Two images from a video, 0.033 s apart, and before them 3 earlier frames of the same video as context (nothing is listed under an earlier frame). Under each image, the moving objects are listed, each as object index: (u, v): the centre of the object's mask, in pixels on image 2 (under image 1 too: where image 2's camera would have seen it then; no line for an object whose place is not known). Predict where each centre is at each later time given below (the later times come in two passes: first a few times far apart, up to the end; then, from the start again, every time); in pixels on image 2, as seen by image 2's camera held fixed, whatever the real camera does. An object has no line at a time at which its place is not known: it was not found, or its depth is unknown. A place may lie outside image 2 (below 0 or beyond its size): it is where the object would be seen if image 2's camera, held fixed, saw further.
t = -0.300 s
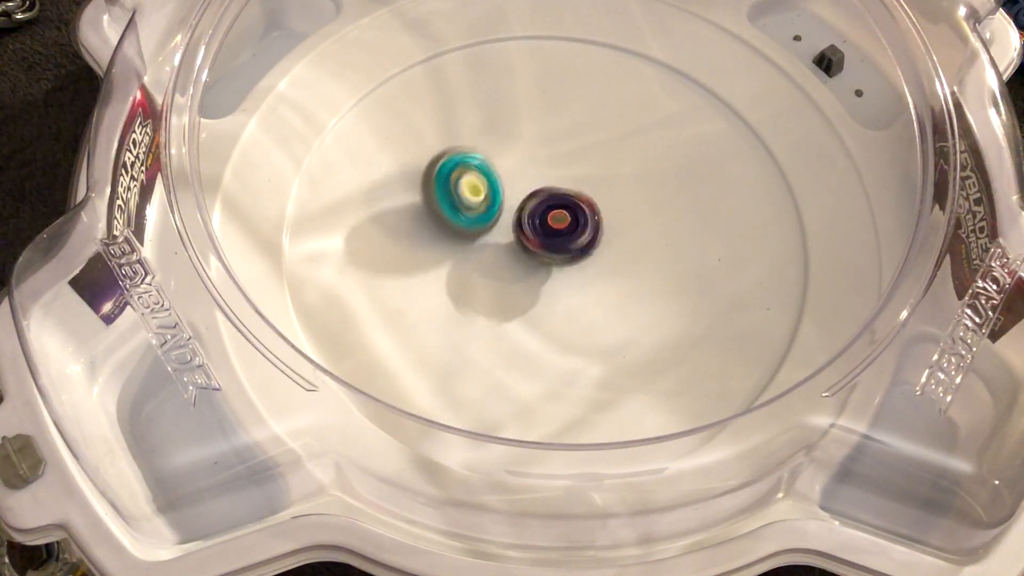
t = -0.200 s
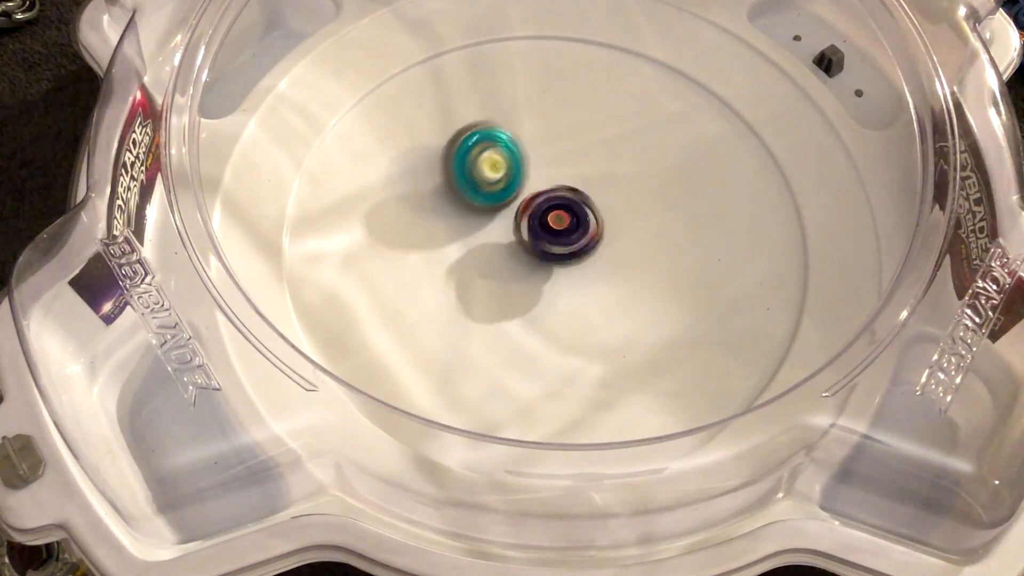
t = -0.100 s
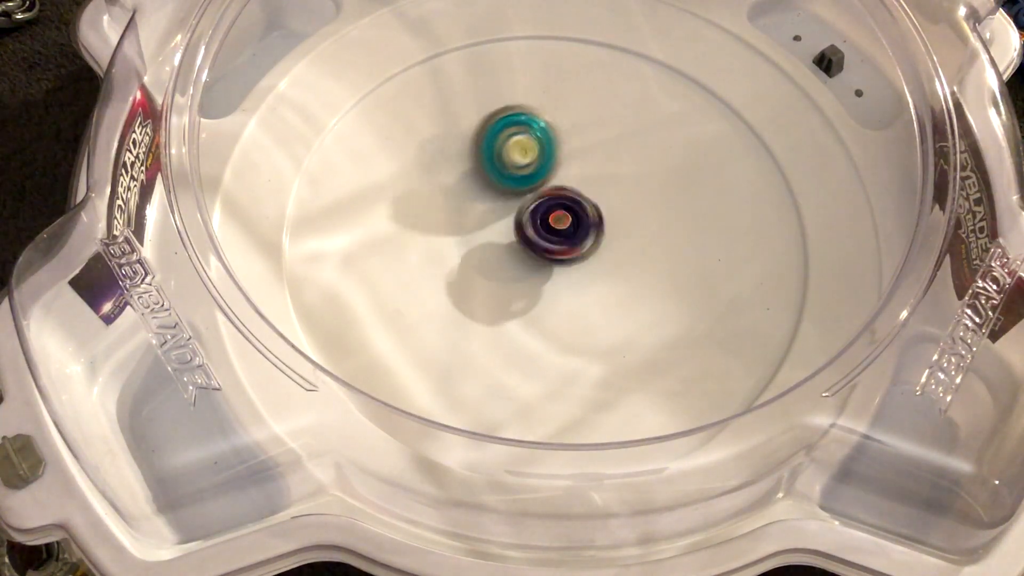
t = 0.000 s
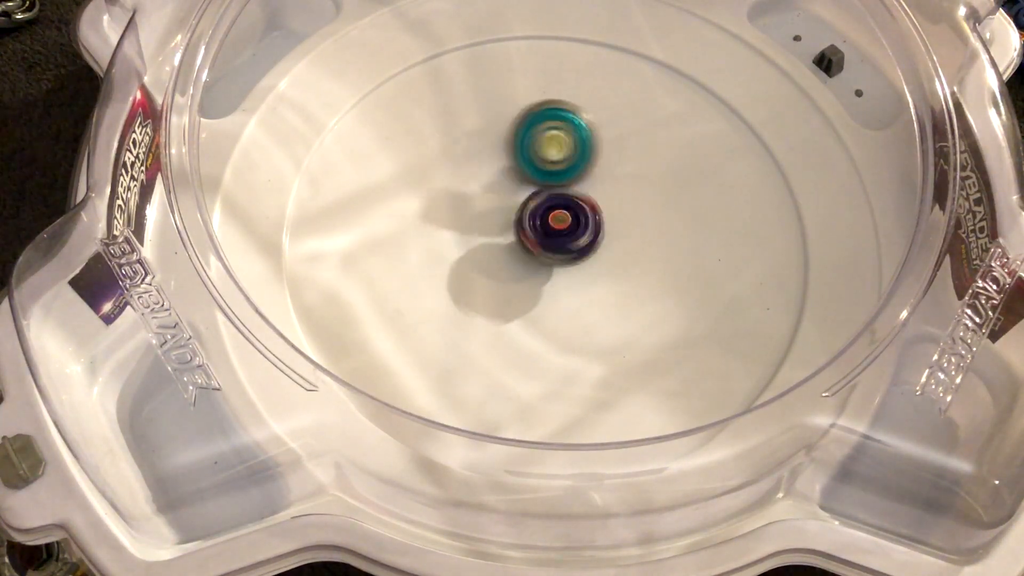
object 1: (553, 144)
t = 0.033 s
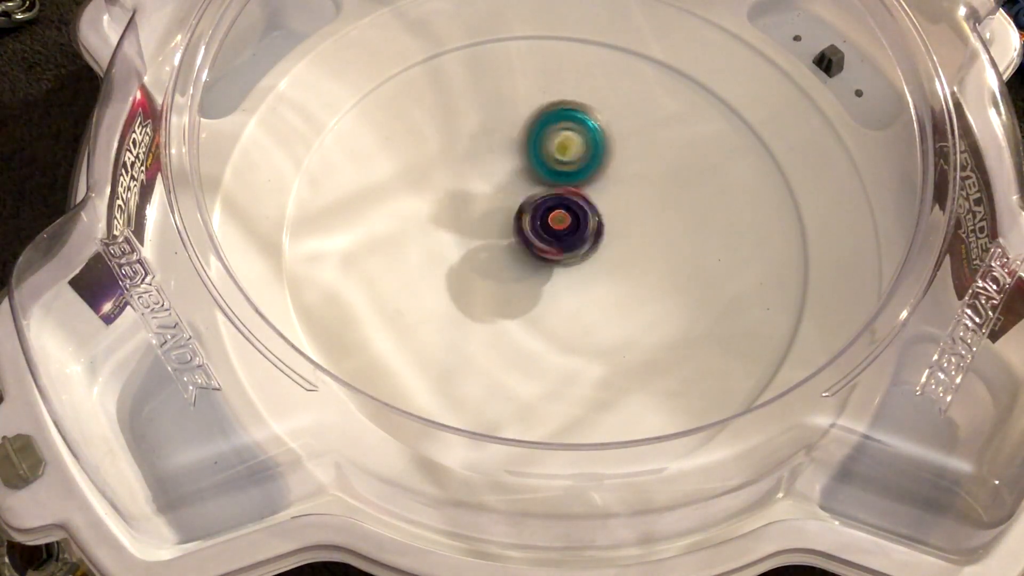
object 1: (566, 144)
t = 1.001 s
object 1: (476, 278)
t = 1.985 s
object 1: (654, 237)
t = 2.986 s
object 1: (504, 155)
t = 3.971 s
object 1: (519, 307)
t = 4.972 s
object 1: (649, 208)
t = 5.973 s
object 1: (483, 168)
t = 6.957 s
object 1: (537, 312)
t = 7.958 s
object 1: (647, 200)
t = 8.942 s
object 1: (479, 172)
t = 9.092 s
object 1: (530, 146)
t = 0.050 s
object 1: (572, 145)
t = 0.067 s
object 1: (578, 147)
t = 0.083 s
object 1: (584, 149)
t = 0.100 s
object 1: (591, 151)
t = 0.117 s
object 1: (597, 153)
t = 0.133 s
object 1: (603, 156)
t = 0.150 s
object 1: (608, 159)
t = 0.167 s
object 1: (613, 162)
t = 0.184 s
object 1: (619, 165)
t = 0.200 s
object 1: (623, 169)
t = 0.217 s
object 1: (627, 173)
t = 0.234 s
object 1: (632, 177)
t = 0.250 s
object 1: (635, 182)
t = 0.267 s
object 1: (639, 187)
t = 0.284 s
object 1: (642, 191)
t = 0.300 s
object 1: (645, 196)
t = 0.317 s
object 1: (647, 201)
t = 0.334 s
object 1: (649, 207)
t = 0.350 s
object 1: (651, 212)
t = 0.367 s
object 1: (652, 218)
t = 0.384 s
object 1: (653, 223)
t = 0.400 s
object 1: (653, 229)
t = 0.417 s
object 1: (653, 234)
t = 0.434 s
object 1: (653, 240)
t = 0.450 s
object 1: (652, 246)
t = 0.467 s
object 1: (650, 251)
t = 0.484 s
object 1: (648, 256)
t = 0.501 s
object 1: (646, 262)
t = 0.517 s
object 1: (644, 267)
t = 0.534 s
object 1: (641, 272)
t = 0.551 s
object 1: (636, 277)
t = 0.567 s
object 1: (632, 282)
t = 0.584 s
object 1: (628, 286)
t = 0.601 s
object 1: (623, 291)
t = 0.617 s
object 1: (617, 295)
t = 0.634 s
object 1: (613, 297)
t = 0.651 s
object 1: (607, 301)
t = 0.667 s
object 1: (601, 304)
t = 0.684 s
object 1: (595, 306)
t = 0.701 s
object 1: (589, 308)
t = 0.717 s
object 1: (582, 310)
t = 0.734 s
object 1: (576, 311)
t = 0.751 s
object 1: (568, 312)
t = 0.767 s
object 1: (561, 313)
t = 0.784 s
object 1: (554, 313)
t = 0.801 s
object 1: (548, 313)
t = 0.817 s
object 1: (541, 312)
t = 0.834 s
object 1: (536, 310)
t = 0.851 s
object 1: (528, 309)
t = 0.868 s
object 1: (523, 307)
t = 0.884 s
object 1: (517, 305)
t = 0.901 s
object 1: (510, 302)
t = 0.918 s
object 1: (504, 299)
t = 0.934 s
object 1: (496, 295)
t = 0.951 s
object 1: (490, 292)
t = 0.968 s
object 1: (485, 288)
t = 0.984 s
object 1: (480, 283)
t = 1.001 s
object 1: (476, 278)
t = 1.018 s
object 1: (472, 273)
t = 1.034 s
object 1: (468, 268)
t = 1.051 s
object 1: (465, 263)
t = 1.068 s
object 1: (462, 258)
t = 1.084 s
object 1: (459, 252)
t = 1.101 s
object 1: (458, 247)
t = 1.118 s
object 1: (456, 242)
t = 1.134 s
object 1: (455, 236)
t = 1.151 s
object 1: (455, 231)
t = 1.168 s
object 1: (454, 226)
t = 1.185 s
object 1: (454, 220)
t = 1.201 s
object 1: (455, 215)
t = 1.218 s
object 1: (456, 209)
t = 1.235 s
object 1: (458, 204)
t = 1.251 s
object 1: (460, 198)
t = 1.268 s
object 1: (462, 193)
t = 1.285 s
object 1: (465, 188)
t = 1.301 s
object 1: (468, 184)
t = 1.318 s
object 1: (472, 179)
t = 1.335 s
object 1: (475, 175)
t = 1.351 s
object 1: (479, 171)
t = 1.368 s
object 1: (484, 168)
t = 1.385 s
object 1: (488, 164)
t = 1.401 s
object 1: (494, 160)
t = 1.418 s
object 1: (499, 157)
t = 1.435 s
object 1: (504, 155)
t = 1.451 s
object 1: (510, 152)
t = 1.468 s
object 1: (517, 149)
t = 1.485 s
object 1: (522, 147)
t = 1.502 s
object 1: (528, 146)
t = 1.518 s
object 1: (535, 144)
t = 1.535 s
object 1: (540, 144)
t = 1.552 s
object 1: (547, 143)
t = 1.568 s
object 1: (554, 144)
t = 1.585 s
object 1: (560, 144)
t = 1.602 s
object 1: (566, 145)
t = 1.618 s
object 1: (573, 146)
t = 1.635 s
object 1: (579, 148)
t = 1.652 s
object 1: (585, 149)
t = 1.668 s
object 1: (592, 151)
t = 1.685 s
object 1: (598, 153)
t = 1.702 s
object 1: (603, 156)
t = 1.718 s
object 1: (609, 159)
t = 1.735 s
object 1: (614, 163)
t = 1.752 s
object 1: (619, 166)
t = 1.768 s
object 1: (624, 170)
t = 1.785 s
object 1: (629, 175)
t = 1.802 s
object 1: (633, 179)
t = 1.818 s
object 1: (636, 183)
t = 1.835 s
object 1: (640, 188)
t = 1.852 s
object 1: (643, 193)
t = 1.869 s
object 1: (645, 198)
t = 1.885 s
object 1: (648, 203)
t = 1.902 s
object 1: (650, 209)
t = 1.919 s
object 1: (652, 214)
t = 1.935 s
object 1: (653, 220)
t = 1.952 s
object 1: (653, 225)
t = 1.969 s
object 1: (653, 231)
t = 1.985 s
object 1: (654, 237)
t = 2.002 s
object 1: (653, 243)
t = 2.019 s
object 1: (651, 248)
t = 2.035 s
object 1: (650, 254)
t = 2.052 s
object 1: (648, 259)
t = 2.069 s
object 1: (645, 264)
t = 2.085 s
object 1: (642, 269)
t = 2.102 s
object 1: (639, 274)
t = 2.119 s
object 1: (635, 279)
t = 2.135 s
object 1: (630, 284)
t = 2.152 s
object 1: (625, 289)
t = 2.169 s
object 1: (620, 293)
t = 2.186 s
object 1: (615, 296)
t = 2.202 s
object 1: (609, 300)
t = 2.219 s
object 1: (604, 302)
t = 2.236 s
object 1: (597, 305)
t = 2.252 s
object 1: (591, 307)
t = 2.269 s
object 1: (584, 309)
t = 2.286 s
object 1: (578, 311)
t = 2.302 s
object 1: (571, 312)
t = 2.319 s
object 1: (564, 313)
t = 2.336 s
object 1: (556, 313)
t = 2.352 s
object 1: (550, 313)
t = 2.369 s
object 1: (545, 312)
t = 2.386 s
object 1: (536, 311)
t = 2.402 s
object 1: (530, 310)
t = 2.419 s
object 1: (523, 308)
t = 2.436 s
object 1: (516, 306)
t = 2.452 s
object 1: (511, 303)
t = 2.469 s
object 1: (503, 300)
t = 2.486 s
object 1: (497, 296)
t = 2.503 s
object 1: (491, 292)
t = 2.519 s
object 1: (487, 289)
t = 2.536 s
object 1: (482, 285)
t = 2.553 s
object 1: (477, 280)
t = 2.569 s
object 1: (472, 275)
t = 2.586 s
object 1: (468, 270)
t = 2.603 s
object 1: (465, 264)
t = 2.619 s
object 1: (462, 259)
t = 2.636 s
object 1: (460, 254)
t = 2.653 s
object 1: (458, 249)
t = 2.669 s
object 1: (456, 244)
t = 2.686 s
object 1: (455, 238)
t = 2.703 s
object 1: (455, 232)
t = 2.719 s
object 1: (454, 227)
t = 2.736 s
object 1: (454, 221)
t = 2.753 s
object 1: (455, 216)
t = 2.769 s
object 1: (456, 210)
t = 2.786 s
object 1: (457, 205)
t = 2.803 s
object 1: (459, 199)
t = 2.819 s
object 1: (461, 194)
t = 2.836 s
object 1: (464, 189)
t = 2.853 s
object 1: (467, 185)
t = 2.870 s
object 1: (470, 181)
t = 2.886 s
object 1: (475, 176)
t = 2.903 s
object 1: (479, 171)
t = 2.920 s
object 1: (483, 168)
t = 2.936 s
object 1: (488, 164)
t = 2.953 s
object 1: (493, 161)
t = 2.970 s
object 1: (499, 157)
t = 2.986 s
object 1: (504, 155)
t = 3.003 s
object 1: (510, 152)
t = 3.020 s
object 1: (516, 150)
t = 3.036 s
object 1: (522, 147)
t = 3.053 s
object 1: (529, 146)
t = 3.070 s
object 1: (535, 145)
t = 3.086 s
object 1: (541, 144)
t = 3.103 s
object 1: (549, 143)
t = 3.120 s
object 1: (555, 144)
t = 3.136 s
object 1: (561, 144)
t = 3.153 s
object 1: (568, 145)
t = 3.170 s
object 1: (574, 146)
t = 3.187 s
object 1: (580, 148)
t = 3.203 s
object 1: (587, 149)
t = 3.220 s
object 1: (592, 151)
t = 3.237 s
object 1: (599, 154)
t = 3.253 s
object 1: (604, 157)
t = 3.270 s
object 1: (611, 160)
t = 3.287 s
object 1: (616, 164)
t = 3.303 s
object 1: (620, 167)
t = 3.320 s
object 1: (625, 172)
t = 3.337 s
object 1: (630, 176)
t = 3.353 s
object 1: (634, 180)
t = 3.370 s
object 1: (638, 185)
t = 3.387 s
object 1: (641, 190)
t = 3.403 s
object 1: (644, 195)
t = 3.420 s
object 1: (647, 200)
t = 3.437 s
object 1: (649, 205)
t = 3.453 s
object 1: (651, 211)
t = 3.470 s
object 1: (652, 217)
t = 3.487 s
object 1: (653, 222)
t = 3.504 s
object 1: (653, 228)
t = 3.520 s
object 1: (653, 234)
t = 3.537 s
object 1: (653, 240)
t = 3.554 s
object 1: (652, 246)
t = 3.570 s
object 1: (651, 251)
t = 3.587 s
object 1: (649, 257)
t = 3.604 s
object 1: (646, 262)
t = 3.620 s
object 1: (643, 268)
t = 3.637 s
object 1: (641, 272)
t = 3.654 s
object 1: (636, 278)
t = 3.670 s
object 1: (632, 282)
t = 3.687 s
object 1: (627, 287)
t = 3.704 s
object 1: (622, 291)
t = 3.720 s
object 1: (617, 295)
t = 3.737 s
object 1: (612, 298)
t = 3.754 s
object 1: (606, 302)
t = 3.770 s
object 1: (600, 304)
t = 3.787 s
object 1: (594, 307)
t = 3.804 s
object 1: (587, 309)
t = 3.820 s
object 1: (581, 311)
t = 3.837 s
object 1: (574, 312)
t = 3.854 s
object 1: (566, 313)
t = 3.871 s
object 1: (559, 313)
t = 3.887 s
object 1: (553, 313)
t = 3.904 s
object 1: (546, 313)
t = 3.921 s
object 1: (541, 311)
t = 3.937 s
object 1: (534, 310)
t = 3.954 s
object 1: (527, 309)
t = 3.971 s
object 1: (519, 307)
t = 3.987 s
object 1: (512, 304)
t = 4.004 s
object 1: (505, 301)
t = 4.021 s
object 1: (499, 298)
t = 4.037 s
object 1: (493, 294)
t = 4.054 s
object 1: (488, 290)
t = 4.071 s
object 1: (483, 285)
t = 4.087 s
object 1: (477, 280)
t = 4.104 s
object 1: (474, 276)
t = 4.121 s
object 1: (470, 271)
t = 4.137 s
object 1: (466, 266)
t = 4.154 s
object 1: (463, 260)
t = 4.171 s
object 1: (460, 255)
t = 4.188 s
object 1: (458, 250)
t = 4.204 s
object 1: (457, 244)
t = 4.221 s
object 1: (455, 238)
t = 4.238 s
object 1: (455, 233)
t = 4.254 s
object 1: (455, 228)
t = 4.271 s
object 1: (454, 222)
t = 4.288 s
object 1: (455, 216)
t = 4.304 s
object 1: (456, 211)
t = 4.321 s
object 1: (457, 205)
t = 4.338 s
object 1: (459, 199)
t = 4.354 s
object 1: (462, 194)
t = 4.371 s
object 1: (464, 189)
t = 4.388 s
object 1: (467, 184)
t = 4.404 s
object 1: (471, 180)
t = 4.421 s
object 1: (474, 176)
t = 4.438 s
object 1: (479, 171)
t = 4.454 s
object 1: (484, 168)
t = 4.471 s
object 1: (488, 164)
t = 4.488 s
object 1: (494, 160)
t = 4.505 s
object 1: (499, 157)
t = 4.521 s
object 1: (504, 154)
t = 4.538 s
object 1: (511, 152)
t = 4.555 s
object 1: (516, 150)
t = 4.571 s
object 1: (523, 147)
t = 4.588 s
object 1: (529, 146)
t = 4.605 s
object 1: (536, 145)
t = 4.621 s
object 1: (542, 144)
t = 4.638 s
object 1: (549, 144)
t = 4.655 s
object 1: (554, 144)
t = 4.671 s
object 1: (561, 144)
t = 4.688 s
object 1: (568, 145)
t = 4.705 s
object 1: (574, 146)
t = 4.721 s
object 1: (581, 148)
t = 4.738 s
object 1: (588, 150)
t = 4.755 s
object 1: (594, 152)
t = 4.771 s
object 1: (599, 155)
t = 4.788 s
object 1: (606, 157)
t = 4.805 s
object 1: (612, 161)
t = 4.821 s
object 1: (617, 164)
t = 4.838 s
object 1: (622, 168)
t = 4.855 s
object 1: (626, 173)
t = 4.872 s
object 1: (631, 177)
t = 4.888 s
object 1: (635, 181)
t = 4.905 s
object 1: (639, 186)
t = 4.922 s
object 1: (642, 191)
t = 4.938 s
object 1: (645, 197)
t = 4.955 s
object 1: (647, 202)
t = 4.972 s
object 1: (649, 208)
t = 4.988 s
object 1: (651, 213)
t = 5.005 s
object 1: (652, 219)
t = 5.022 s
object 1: (653, 225)
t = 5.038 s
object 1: (653, 231)
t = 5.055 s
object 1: (653, 237)
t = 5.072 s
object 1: (652, 243)
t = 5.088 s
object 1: (651, 247)
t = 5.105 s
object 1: (649, 254)
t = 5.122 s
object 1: (648, 259)
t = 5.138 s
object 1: (645, 265)
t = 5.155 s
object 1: (642, 270)
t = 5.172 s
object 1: (638, 275)
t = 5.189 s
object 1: (634, 280)
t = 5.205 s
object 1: (629, 285)
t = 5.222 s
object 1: (625, 289)
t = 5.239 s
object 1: (619, 293)
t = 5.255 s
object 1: (614, 297)
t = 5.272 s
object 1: (608, 300)
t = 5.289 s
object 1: (602, 303)
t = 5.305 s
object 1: (596, 306)
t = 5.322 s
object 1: (589, 308)
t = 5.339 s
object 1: (583, 310)
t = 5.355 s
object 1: (576, 311)
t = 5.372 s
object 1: (568, 312)
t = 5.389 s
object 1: (562, 313)
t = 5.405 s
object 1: (555, 313)
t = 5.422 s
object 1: (548, 313)
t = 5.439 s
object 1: (543, 311)
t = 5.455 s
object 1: (535, 311)
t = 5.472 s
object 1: (527, 309)
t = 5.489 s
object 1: (521, 307)
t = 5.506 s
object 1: (512, 305)
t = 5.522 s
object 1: (506, 302)
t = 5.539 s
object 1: (501, 299)
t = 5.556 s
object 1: (494, 295)
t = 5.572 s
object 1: (488, 291)
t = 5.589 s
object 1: (484, 287)
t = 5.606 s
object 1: (479, 282)
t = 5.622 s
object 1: (474, 277)
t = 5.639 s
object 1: (470, 272)
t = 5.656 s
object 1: (467, 267)
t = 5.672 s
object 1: (464, 262)
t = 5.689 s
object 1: (461, 256)
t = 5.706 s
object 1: (458, 251)
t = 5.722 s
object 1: (457, 245)
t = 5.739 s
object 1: (455, 239)
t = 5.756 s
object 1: (454, 234)
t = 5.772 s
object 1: (454, 228)
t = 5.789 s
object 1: (454, 223)
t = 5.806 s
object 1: (454, 217)
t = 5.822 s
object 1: (455, 211)
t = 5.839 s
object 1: (457, 205)
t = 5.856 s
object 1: (459, 200)
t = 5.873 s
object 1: (461, 195)
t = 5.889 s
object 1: (464, 190)
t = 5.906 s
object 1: (467, 185)
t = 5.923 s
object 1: (470, 180)
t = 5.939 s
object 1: (474, 176)
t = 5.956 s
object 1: (479, 171)
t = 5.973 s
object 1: (483, 168)
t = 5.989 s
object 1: (488, 164)
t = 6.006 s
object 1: (494, 161)
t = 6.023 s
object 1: (499, 157)
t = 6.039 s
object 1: (505, 155)
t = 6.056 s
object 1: (511, 152)
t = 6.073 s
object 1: (517, 150)
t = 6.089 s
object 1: (524, 148)
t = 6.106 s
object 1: (530, 146)
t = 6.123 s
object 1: (536, 145)
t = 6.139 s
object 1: (543, 145)
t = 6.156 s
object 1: (549, 145)
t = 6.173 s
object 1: (556, 145)
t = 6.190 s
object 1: (563, 145)
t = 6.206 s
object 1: (569, 146)
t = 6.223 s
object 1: (575, 147)
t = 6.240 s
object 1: (582, 148)
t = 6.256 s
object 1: (589, 150)
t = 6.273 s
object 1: (596, 152)
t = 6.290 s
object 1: (601, 155)
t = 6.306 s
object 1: (607, 159)
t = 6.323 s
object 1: (612, 162)
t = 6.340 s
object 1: (618, 166)
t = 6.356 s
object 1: (623, 170)
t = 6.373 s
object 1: (628, 174)
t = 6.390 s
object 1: (632, 179)
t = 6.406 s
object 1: (636, 183)
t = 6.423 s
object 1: (640, 188)
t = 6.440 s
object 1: (643, 193)
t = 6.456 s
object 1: (646, 199)
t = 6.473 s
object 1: (648, 204)
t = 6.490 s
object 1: (650, 210)
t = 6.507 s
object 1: (652, 216)
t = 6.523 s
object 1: (653, 222)
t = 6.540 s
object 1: (654, 228)
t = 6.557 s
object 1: (654, 234)
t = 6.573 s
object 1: (653, 240)
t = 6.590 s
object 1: (652, 246)
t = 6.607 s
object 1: (651, 251)
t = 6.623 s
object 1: (649, 257)
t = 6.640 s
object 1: (646, 263)
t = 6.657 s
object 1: (643, 268)
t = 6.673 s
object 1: (640, 273)
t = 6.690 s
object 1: (636, 278)
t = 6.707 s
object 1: (632, 283)
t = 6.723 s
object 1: (627, 288)
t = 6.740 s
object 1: (622, 292)
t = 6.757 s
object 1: (617, 296)
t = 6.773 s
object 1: (611, 300)
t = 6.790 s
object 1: (605, 303)
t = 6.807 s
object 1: (599, 305)
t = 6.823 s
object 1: (592, 308)
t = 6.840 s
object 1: (586, 310)
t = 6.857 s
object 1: (579, 311)
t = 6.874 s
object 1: (571, 313)
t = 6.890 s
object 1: (564, 314)
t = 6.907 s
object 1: (557, 314)
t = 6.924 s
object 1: (551, 313)
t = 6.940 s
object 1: (543, 313)
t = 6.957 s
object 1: (537, 312)
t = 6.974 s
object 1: (531, 310)
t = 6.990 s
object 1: (525, 308)
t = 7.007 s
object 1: (517, 306)
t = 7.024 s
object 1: (508, 304)
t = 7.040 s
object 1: (503, 300)
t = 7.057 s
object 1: (497, 297)
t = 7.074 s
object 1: (490, 292)
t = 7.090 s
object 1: (485, 288)
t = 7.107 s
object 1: (480, 283)
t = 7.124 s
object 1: (476, 279)
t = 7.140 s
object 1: (472, 274)
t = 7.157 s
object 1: (468, 268)
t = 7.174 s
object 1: (465, 263)
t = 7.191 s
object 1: (462, 257)
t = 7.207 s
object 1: (459, 252)
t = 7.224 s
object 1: (458, 246)
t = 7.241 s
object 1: (456, 241)
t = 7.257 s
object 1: (455, 235)
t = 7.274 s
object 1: (455, 229)
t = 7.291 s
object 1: (455, 223)
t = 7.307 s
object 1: (455, 218)
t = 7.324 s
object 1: (456, 212)
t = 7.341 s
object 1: (458, 206)
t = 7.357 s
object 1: (459, 200)
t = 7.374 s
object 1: (462, 195)
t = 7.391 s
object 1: (465, 190)
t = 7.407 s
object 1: (468, 185)
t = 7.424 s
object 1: (471, 180)
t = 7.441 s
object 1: (475, 176)
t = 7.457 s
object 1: (479, 172)
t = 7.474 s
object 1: (484, 167)
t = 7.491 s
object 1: (489, 164)
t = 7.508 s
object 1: (495, 160)
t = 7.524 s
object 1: (499, 157)
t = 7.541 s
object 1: (505, 155)
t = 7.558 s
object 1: (512, 152)
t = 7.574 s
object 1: (518, 149)
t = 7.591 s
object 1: (524, 147)
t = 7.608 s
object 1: (531, 145)
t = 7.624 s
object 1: (537, 145)
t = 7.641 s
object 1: (544, 144)
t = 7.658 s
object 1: (551, 144)
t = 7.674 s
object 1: (557, 144)
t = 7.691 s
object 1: (564, 145)
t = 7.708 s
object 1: (571, 145)
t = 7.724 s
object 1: (578, 147)
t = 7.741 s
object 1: (584, 148)
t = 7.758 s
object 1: (591, 151)
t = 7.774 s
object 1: (597, 153)
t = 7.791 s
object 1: (603, 156)
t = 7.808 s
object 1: (609, 159)
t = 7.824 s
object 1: (614, 163)
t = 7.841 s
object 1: (620, 167)
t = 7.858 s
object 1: (624, 171)
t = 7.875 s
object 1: (629, 175)
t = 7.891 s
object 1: (634, 180)
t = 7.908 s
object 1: (637, 185)
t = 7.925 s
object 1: (641, 190)
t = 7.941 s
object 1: (644, 195)
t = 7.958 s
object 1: (647, 200)
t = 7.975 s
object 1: (649, 206)
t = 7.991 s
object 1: (651, 212)
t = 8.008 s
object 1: (652, 218)
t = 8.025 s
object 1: (653, 223)
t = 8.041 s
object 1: (653, 230)
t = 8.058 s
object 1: (653, 236)
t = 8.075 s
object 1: (653, 242)
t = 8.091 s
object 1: (651, 248)
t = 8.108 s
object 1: (650, 253)
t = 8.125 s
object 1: (648, 259)
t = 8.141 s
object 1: (645, 265)
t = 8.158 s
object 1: (642, 270)
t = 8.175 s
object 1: (638, 275)
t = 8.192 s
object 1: (634, 280)
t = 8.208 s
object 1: (629, 285)
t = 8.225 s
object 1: (624, 290)
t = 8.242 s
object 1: (619, 294)
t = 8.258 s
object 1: (613, 297)
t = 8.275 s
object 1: (607, 301)
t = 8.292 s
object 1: (601, 304)
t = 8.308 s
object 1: (595, 306)
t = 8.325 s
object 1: (588, 309)
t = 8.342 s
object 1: (581, 310)
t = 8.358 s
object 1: (574, 312)
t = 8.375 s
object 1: (566, 313)
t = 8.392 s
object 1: (559, 313)
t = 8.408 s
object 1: (552, 313)
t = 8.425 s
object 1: (545, 312)
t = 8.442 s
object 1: (538, 311)
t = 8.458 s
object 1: (532, 310)
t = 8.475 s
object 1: (524, 308)
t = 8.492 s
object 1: (517, 306)
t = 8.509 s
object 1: (511, 303)
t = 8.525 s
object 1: (504, 300)
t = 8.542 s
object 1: (498, 297)
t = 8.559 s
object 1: (491, 293)
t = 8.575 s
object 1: (486, 289)
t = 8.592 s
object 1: (481, 284)
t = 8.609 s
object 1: (477, 280)
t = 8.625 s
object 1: (472, 275)
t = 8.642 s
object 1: (469, 269)
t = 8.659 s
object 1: (465, 264)
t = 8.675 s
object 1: (462, 258)
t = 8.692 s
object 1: (459, 252)
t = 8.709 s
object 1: (458, 247)
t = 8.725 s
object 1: (456, 241)
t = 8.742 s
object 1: (455, 235)
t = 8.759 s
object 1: (454, 229)
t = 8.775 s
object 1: (454, 223)
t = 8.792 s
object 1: (455, 218)
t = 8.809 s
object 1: (456, 212)
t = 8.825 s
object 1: (457, 207)
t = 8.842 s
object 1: (459, 201)
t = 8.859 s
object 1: (461, 195)
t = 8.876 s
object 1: (464, 190)
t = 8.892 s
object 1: (467, 185)
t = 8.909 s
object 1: (471, 181)
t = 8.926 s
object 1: (474, 176)
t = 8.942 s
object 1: (479, 172)
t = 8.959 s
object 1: (484, 168)
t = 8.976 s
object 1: (489, 164)
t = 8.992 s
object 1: (494, 160)
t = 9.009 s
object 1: (500, 157)
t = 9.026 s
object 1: (505, 155)
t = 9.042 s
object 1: (511, 152)
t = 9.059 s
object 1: (518, 149)
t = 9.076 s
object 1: (525, 147)
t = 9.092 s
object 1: (530, 146)
